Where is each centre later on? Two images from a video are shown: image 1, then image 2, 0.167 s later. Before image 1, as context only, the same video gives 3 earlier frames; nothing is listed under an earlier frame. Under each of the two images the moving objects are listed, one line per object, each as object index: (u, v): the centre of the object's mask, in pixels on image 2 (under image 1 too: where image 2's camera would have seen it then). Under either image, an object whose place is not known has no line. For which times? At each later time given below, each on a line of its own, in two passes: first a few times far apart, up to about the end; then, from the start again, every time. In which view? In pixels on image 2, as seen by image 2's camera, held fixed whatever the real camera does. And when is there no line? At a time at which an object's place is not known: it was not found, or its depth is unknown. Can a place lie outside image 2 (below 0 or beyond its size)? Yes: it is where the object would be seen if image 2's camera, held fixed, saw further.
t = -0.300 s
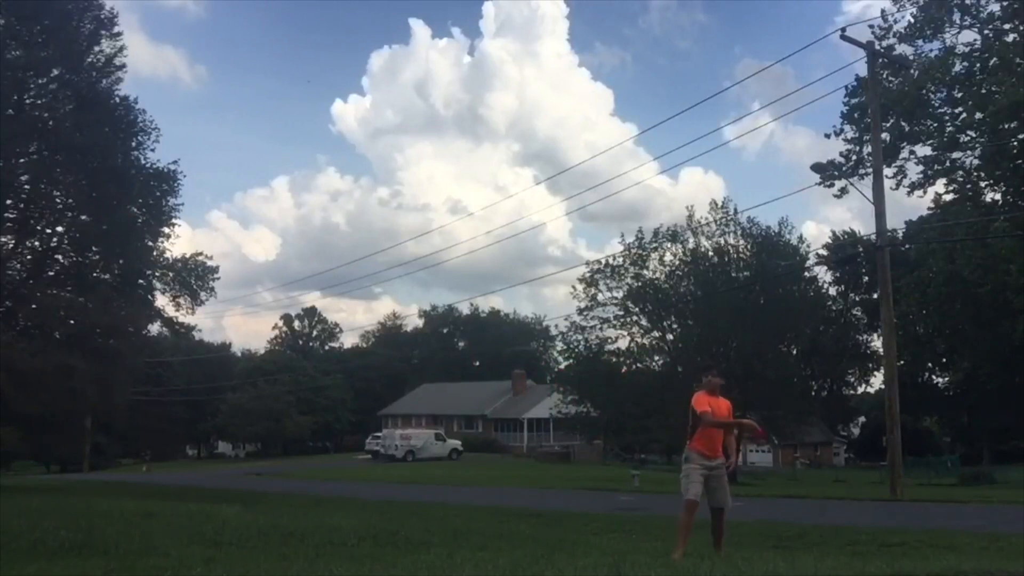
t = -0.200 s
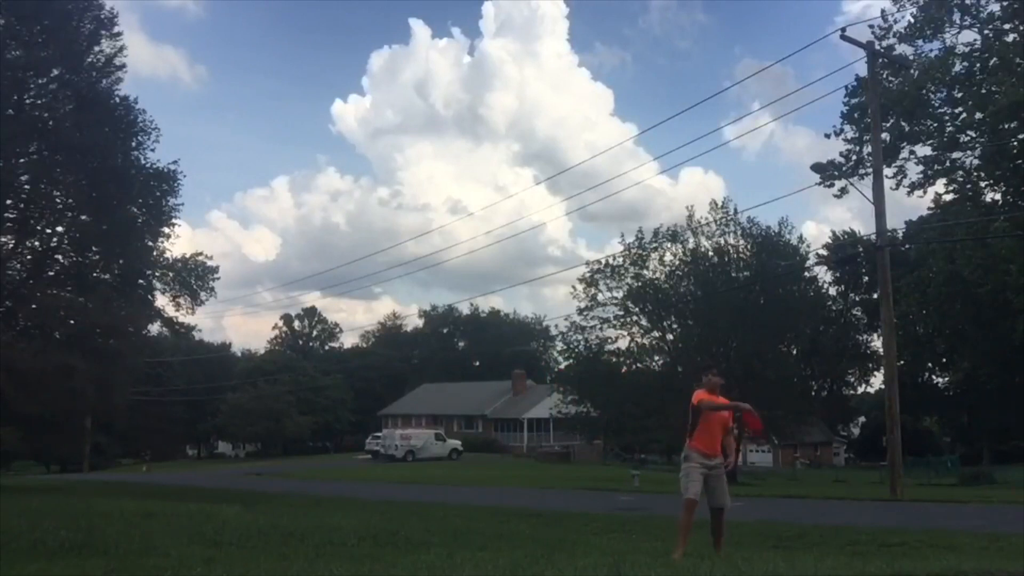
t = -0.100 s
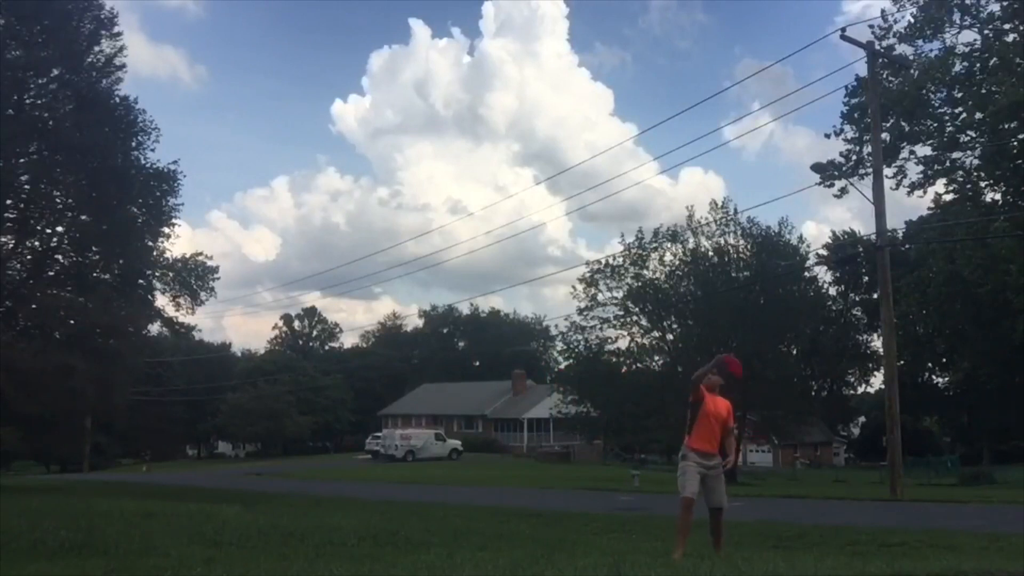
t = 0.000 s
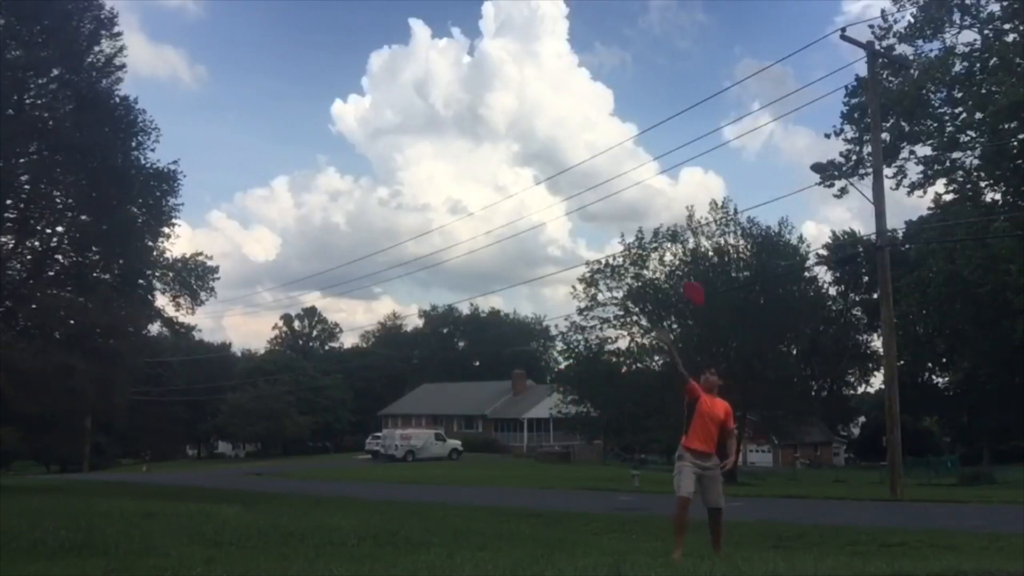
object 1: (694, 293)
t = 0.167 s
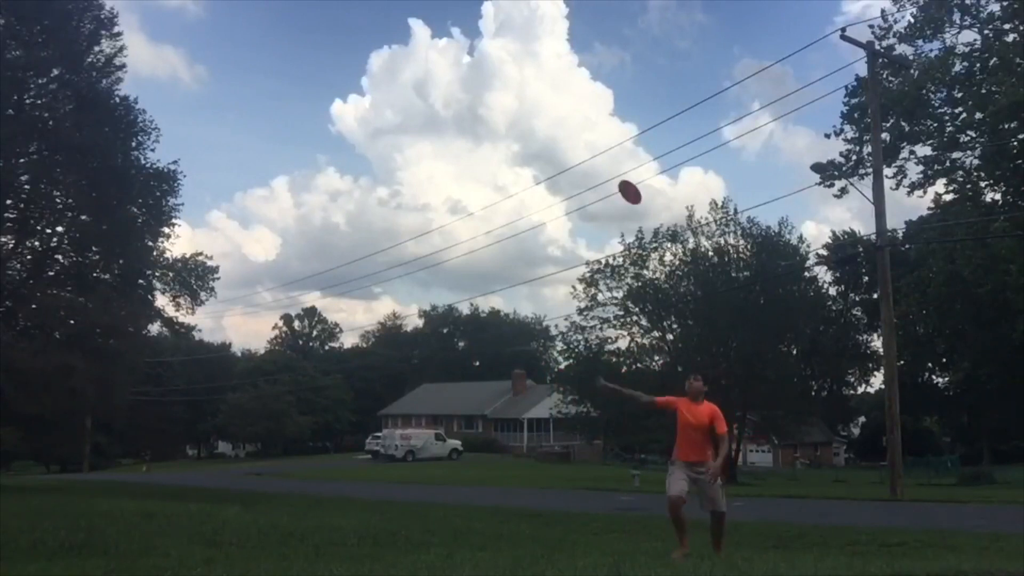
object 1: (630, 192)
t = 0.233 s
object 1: (605, 159)
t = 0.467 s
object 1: (528, 72)
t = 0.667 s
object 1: (473, 37)
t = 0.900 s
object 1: (423, 46)
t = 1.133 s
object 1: (402, 126)
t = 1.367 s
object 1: (434, 287)
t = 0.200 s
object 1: (617, 175)
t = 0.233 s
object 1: (605, 159)
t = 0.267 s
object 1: (594, 144)
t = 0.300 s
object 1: (582, 130)
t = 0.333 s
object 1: (571, 117)
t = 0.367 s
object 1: (559, 104)
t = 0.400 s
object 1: (549, 92)
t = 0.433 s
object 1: (538, 82)
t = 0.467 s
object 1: (528, 72)
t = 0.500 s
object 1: (518, 64)
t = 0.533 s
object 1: (508, 57)
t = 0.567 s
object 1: (499, 50)
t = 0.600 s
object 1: (489, 45)
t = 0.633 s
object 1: (481, 40)
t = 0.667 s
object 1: (473, 37)
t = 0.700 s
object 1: (464, 35)
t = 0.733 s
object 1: (457, 34)
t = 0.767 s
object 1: (449, 33)
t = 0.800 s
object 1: (442, 35)
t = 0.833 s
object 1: (435, 37)
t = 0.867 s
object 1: (429, 41)
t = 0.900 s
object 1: (423, 46)
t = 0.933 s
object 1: (418, 54)
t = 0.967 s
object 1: (414, 62)
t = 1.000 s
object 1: (410, 72)
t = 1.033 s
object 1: (407, 83)
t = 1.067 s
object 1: (404, 95)
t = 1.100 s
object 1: (403, 109)
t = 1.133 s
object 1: (402, 126)
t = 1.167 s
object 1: (403, 143)
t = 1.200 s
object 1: (404, 163)
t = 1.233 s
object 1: (407, 184)
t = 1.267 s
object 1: (412, 208)
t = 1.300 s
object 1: (418, 232)
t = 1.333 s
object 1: (425, 258)
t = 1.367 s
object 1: (434, 287)
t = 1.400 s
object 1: (444, 317)
